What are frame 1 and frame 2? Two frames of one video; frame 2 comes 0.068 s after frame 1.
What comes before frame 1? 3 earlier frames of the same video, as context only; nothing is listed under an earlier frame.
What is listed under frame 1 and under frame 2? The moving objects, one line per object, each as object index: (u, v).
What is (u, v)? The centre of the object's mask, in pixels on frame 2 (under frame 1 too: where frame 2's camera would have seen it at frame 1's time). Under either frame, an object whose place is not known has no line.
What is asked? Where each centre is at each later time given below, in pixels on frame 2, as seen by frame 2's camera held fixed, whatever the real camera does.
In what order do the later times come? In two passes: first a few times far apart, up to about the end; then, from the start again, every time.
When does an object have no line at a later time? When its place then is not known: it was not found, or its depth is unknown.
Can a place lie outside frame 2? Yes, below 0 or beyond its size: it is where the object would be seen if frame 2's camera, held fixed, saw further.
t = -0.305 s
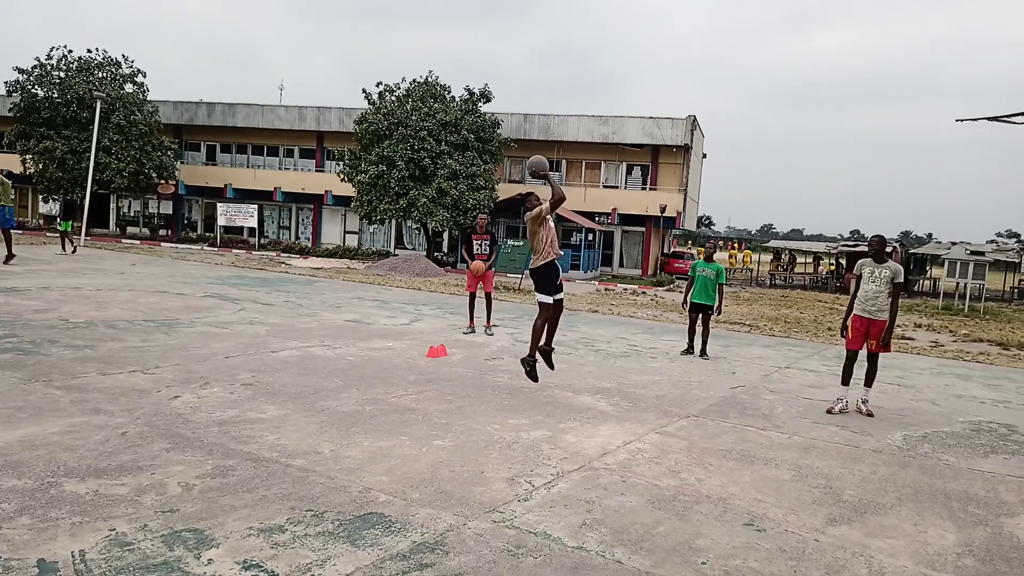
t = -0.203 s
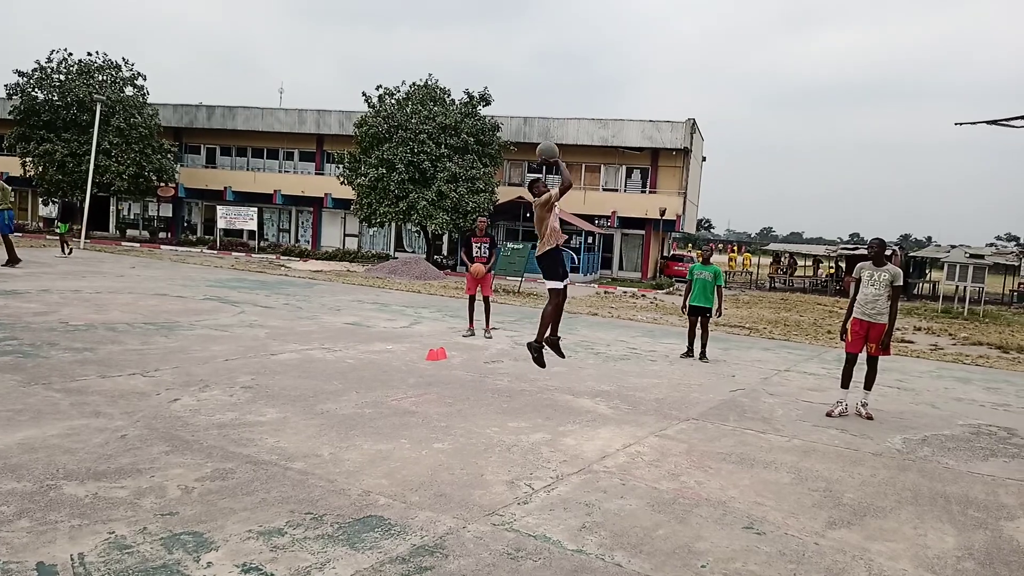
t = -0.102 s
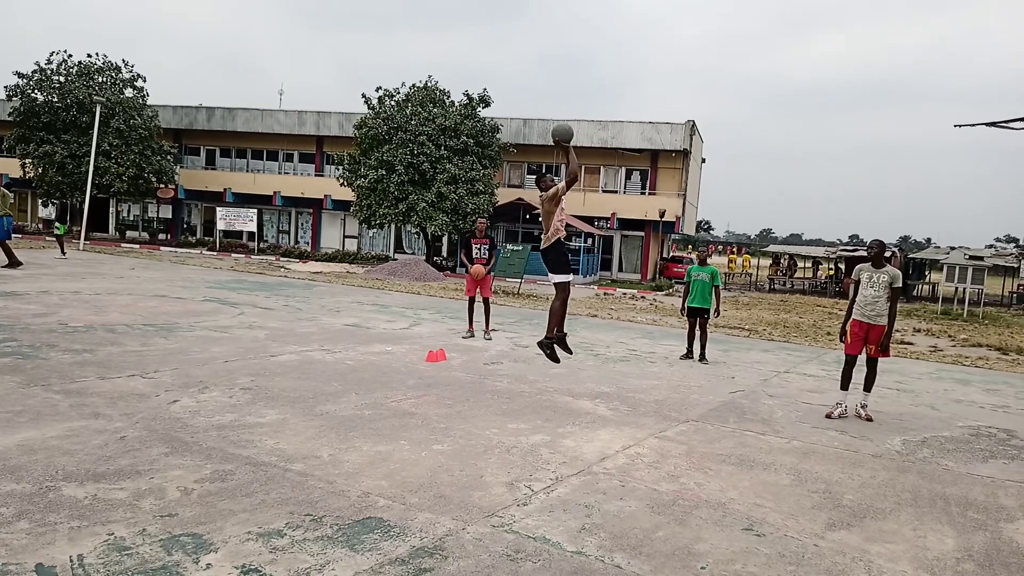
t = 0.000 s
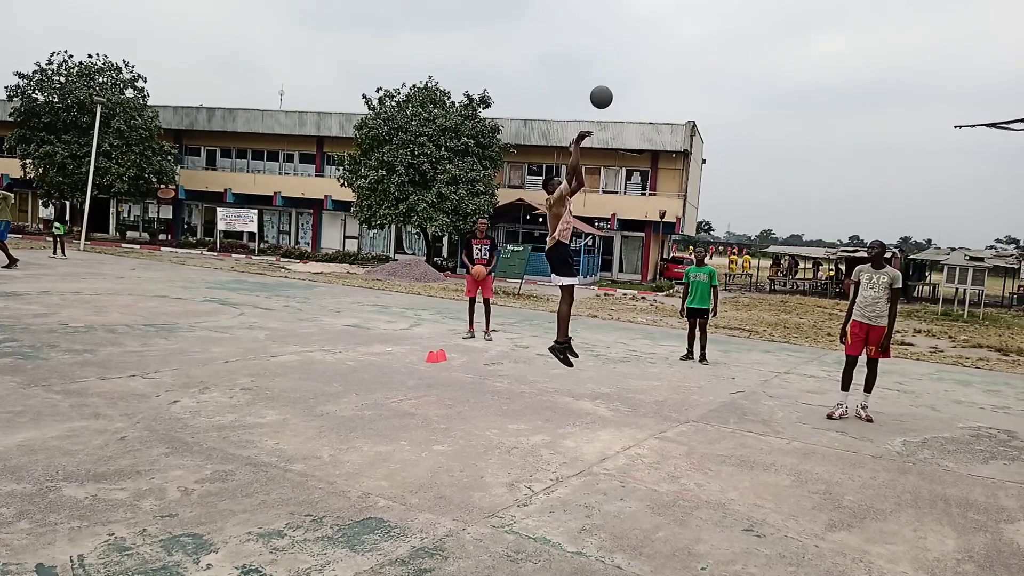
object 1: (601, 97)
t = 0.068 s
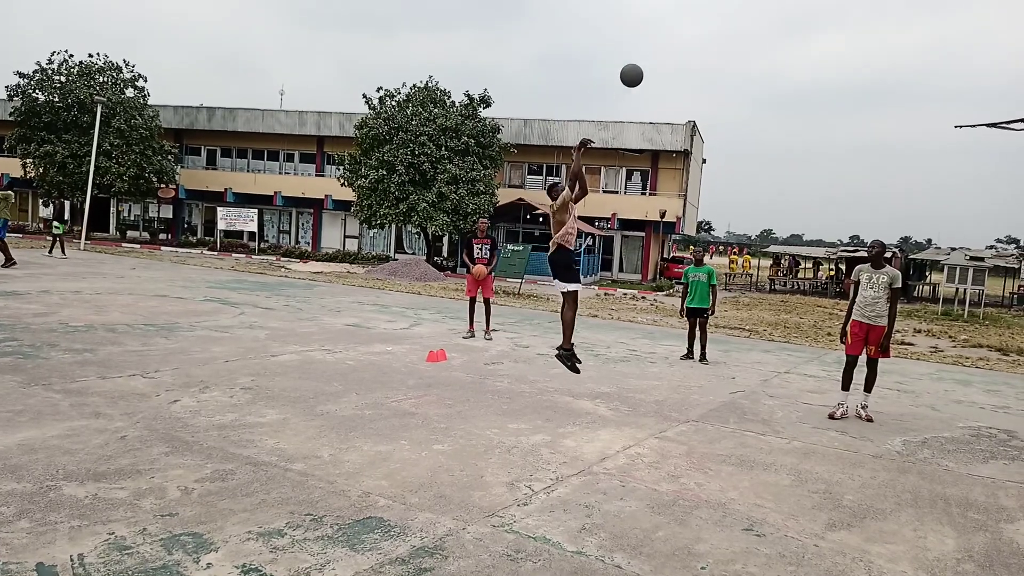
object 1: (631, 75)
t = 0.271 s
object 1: (726, 35)
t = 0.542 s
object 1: (858, 46)
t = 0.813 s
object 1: (993, 126)
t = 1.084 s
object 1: (952, 195)
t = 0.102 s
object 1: (647, 66)
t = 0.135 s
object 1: (662, 58)
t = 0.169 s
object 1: (678, 50)
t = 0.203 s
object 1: (693, 44)
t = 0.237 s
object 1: (710, 39)
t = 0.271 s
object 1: (726, 35)
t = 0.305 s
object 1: (742, 32)
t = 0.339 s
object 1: (758, 30)
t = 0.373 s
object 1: (775, 30)
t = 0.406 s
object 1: (791, 30)
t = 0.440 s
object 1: (808, 32)
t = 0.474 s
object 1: (825, 35)
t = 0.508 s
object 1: (842, 40)
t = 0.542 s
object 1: (858, 46)
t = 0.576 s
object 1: (875, 53)
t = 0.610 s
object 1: (893, 62)
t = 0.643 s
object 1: (910, 72)
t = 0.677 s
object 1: (927, 84)
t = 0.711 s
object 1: (944, 97)
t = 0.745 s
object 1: (962, 112)
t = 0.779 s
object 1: (978, 118)
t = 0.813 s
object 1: (993, 126)
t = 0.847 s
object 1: (1007, 133)
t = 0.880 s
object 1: (999, 139)
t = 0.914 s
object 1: (992, 145)
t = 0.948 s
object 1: (984, 153)
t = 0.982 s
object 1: (975, 162)
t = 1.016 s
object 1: (968, 172)
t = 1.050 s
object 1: (960, 183)
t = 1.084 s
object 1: (952, 195)
